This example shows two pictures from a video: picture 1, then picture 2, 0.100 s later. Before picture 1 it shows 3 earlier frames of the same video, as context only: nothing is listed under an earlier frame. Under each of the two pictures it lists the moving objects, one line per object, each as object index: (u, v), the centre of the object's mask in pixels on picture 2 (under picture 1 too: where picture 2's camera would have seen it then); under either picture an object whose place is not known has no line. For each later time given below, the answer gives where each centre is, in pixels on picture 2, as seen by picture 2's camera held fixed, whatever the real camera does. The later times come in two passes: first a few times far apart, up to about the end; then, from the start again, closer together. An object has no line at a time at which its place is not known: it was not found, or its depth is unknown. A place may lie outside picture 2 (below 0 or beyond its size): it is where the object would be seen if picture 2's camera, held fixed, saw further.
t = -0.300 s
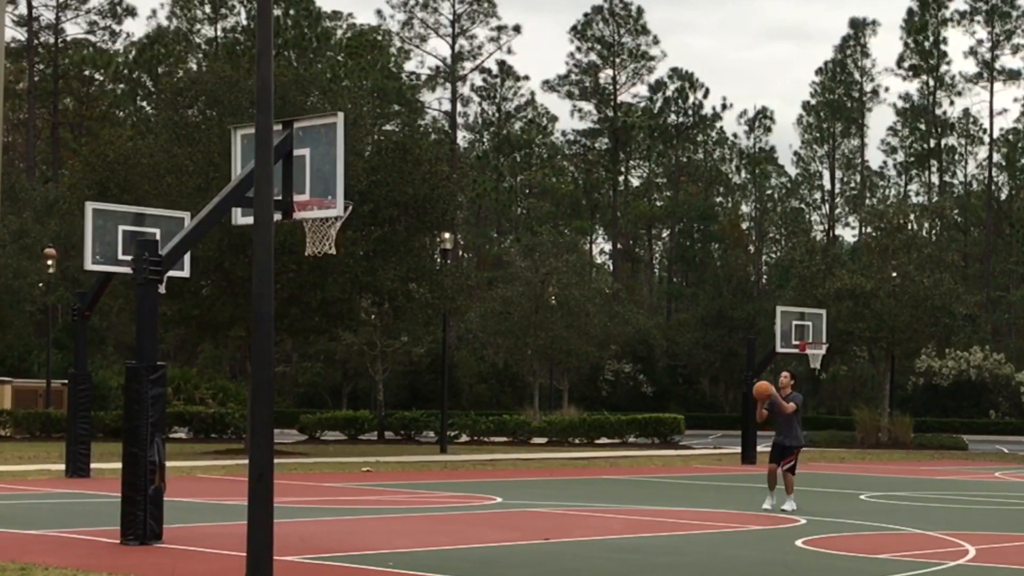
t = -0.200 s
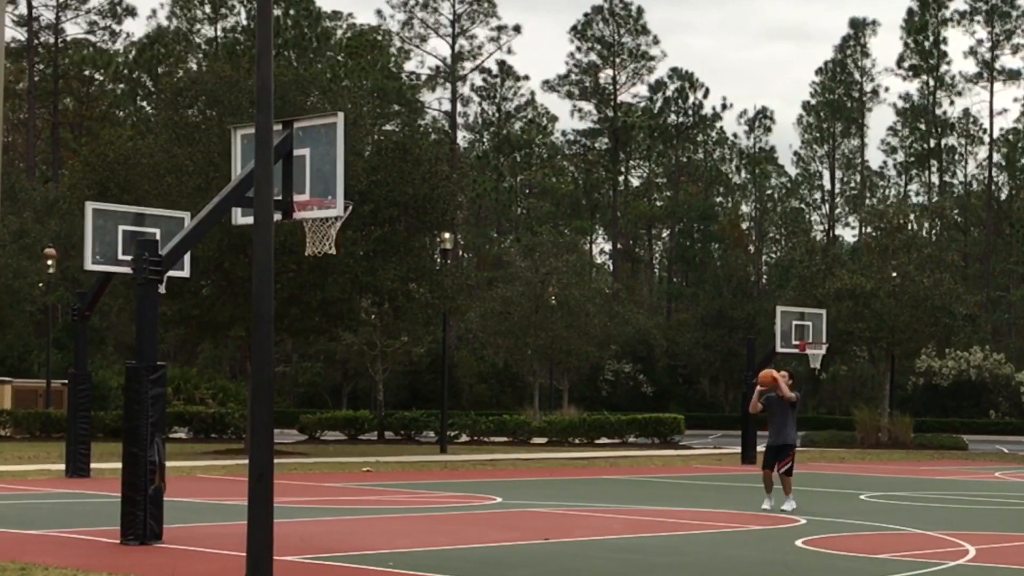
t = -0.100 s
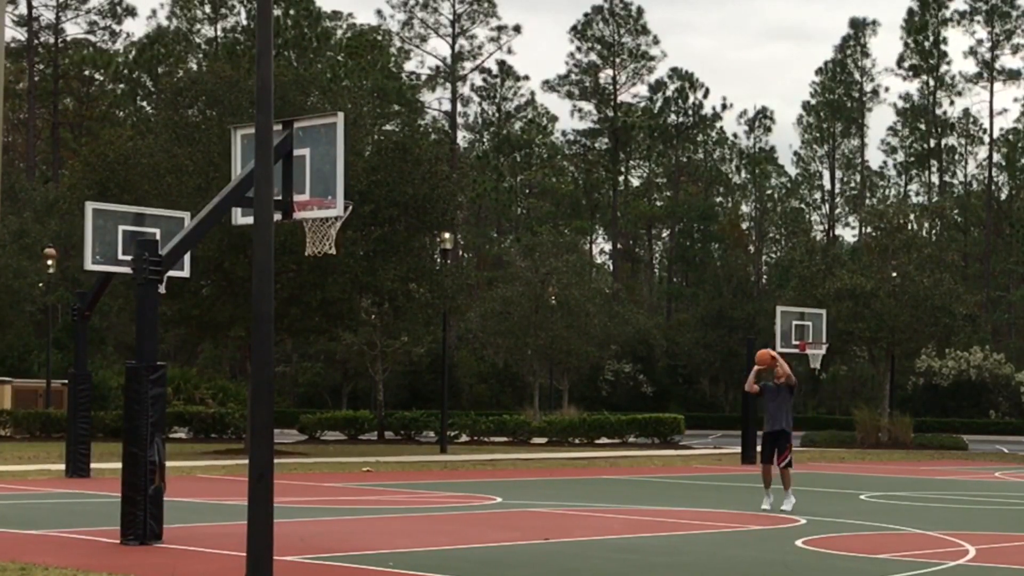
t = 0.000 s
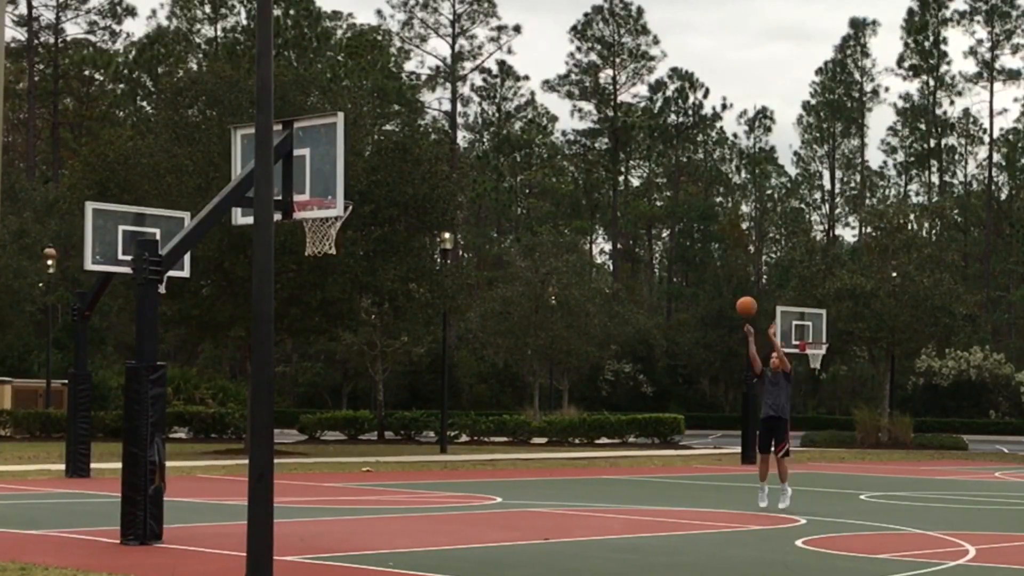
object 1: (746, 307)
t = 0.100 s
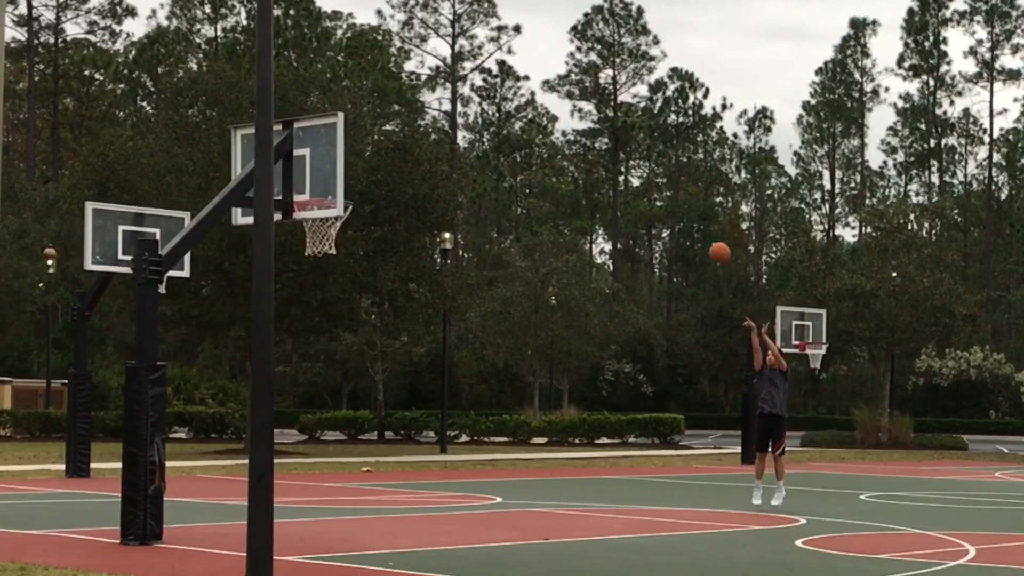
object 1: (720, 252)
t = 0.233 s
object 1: (682, 190)
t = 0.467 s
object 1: (611, 112)
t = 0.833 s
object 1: (484, 78)
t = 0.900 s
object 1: (460, 85)
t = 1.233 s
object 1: (320, 193)
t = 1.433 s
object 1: (348, 220)
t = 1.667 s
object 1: (334, 242)
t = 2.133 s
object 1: (281, 429)
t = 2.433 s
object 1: (238, 440)
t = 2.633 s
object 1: (208, 354)
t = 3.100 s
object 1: (83, 442)
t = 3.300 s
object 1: (20, 454)
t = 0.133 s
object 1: (710, 236)
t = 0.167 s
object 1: (701, 220)
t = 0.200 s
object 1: (692, 204)
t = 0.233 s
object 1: (682, 190)
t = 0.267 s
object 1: (672, 177)
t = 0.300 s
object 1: (662, 164)
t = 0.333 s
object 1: (653, 151)
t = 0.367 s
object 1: (642, 140)
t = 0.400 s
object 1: (632, 130)
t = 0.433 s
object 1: (622, 122)
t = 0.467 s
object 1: (611, 112)
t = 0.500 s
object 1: (601, 104)
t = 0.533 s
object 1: (590, 97)
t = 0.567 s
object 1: (579, 90)
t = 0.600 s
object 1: (567, 86)
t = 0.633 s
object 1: (556, 82)
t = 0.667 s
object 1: (545, 78)
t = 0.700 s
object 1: (533, 76)
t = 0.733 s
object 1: (521, 75)
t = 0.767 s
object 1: (509, 75)
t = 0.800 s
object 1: (497, 75)
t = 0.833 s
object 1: (484, 78)
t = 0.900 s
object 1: (460, 85)
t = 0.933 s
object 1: (446, 90)
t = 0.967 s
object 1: (433, 97)
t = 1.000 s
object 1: (419, 105)
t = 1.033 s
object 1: (406, 114)
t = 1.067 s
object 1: (391, 125)
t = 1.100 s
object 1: (377, 136)
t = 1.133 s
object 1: (363, 149)
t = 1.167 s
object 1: (352, 164)
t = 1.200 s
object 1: (331, 178)
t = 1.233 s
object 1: (320, 193)
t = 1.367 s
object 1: (343, 225)
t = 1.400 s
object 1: (346, 221)
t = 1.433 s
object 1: (348, 220)
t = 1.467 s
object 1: (348, 219)
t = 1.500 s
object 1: (346, 221)
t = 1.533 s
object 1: (344, 225)
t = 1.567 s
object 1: (343, 228)
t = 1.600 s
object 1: (340, 233)
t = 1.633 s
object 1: (338, 237)
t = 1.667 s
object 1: (334, 242)
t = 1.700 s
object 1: (330, 248)
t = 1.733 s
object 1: (326, 255)
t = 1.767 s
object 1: (323, 262)
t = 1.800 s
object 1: (318, 271)
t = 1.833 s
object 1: (314, 281)
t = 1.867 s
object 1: (310, 293)
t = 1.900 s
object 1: (306, 305)
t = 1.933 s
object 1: (302, 319)
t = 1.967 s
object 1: (297, 334)
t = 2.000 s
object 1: (293, 350)
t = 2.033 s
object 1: (288, 368)
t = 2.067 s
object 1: (285, 387)
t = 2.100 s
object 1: (283, 407)
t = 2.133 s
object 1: (281, 429)
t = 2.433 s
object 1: (238, 440)
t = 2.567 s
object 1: (223, 380)
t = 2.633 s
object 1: (208, 354)
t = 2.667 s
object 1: (200, 349)
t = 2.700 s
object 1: (192, 348)
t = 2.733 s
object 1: (184, 353)
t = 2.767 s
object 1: (176, 362)
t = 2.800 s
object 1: (167, 378)
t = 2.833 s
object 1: (158, 400)
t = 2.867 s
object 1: (149, 426)
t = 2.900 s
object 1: (140, 459)
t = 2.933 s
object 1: (130, 497)
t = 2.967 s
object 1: (120, 541)
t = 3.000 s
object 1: (111, 510)
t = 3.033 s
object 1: (103, 482)
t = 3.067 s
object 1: (93, 459)
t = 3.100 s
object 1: (83, 442)
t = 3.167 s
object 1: (63, 423)
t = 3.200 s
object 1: (52, 422)
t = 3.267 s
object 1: (31, 437)
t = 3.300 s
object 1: (20, 454)
